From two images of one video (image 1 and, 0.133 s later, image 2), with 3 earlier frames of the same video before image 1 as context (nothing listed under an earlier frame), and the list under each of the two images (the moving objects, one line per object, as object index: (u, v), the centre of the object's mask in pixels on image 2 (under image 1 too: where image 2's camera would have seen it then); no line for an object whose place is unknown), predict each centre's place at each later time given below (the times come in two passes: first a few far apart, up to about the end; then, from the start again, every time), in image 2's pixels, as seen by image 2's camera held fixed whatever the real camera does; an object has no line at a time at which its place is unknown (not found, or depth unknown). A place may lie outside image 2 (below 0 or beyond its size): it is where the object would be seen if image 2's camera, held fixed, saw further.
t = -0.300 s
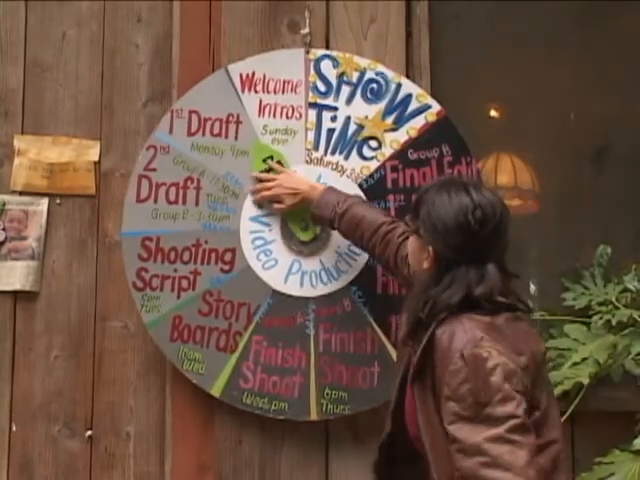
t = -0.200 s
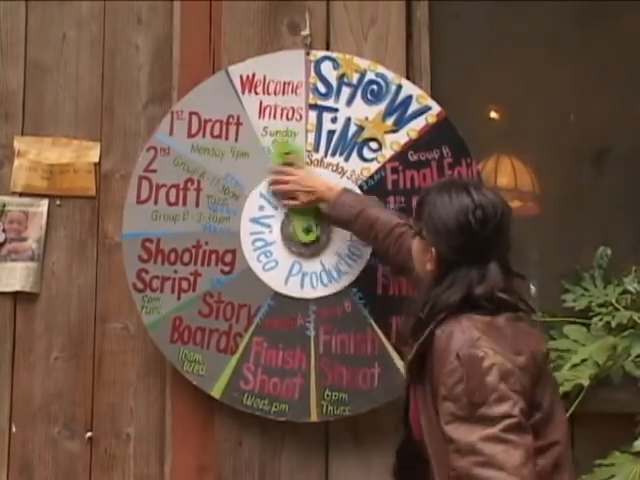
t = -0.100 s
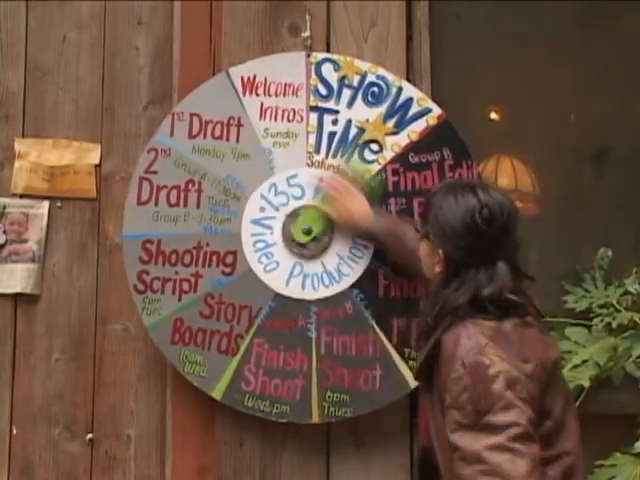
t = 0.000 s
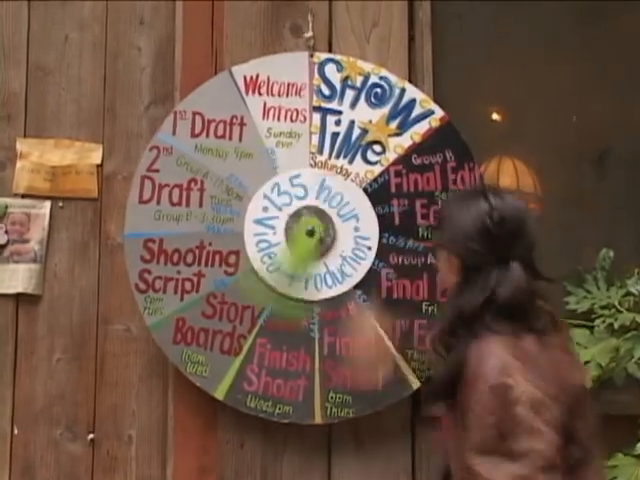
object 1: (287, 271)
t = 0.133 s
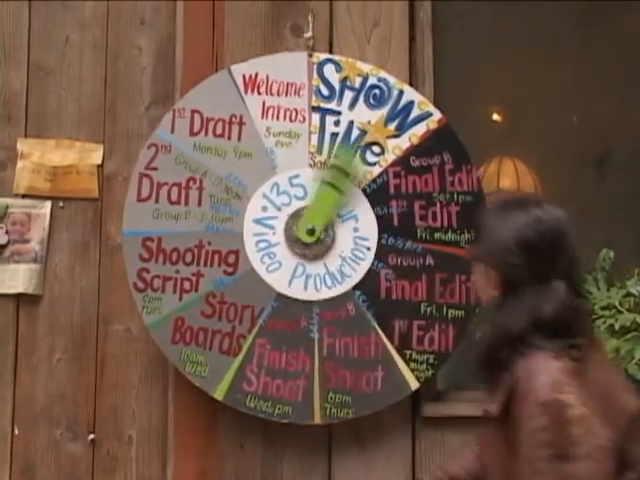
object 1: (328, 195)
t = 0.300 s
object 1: (347, 251)
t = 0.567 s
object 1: (346, 251)
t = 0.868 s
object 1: (345, 250)
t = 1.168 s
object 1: (346, 251)
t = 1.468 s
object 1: (347, 251)
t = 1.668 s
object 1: (347, 251)
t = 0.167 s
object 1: (346, 206)
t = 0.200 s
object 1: (356, 220)
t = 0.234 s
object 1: (355, 239)
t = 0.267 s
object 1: (352, 249)
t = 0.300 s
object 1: (347, 251)
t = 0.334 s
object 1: (347, 251)
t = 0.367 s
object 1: (347, 251)
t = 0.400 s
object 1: (347, 251)
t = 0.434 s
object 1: (347, 251)
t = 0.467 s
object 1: (347, 251)
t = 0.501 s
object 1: (346, 251)
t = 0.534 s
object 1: (346, 251)
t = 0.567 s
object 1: (346, 251)
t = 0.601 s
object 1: (346, 251)
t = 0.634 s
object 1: (345, 251)
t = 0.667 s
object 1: (345, 250)
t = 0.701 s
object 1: (345, 251)
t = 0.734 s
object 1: (345, 251)
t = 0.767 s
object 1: (345, 250)
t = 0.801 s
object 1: (345, 250)
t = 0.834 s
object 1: (345, 250)
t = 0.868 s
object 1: (345, 250)
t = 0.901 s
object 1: (345, 250)
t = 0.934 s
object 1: (345, 250)
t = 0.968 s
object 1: (345, 250)
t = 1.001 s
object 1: (345, 251)
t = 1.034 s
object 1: (345, 250)
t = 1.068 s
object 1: (346, 251)
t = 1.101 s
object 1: (346, 250)
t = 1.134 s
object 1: (346, 251)
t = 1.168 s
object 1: (346, 251)
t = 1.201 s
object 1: (346, 251)
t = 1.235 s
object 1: (346, 251)
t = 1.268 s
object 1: (346, 251)
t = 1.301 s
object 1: (346, 251)
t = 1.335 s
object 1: (346, 251)
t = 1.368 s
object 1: (347, 251)
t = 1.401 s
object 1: (346, 251)
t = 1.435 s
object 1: (347, 251)
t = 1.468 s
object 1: (347, 251)
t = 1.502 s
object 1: (347, 251)
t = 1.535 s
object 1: (347, 251)
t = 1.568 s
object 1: (347, 251)
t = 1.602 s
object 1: (347, 251)
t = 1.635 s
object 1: (347, 251)
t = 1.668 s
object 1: (347, 251)
